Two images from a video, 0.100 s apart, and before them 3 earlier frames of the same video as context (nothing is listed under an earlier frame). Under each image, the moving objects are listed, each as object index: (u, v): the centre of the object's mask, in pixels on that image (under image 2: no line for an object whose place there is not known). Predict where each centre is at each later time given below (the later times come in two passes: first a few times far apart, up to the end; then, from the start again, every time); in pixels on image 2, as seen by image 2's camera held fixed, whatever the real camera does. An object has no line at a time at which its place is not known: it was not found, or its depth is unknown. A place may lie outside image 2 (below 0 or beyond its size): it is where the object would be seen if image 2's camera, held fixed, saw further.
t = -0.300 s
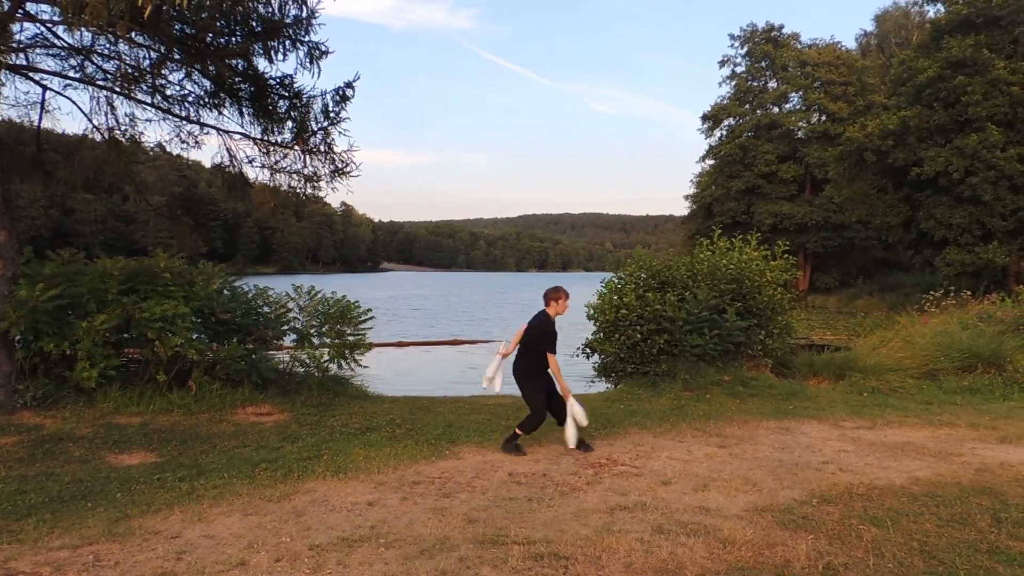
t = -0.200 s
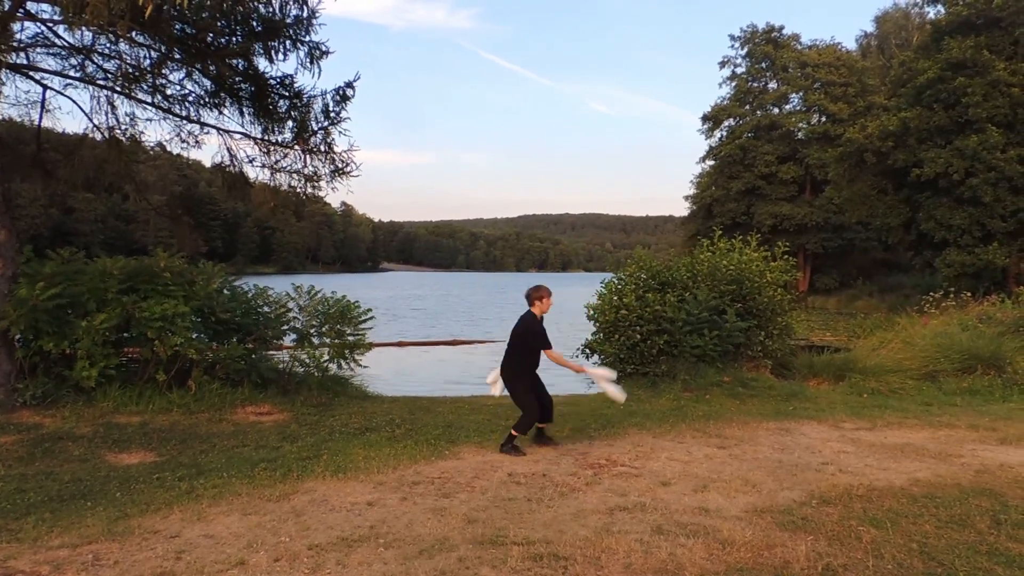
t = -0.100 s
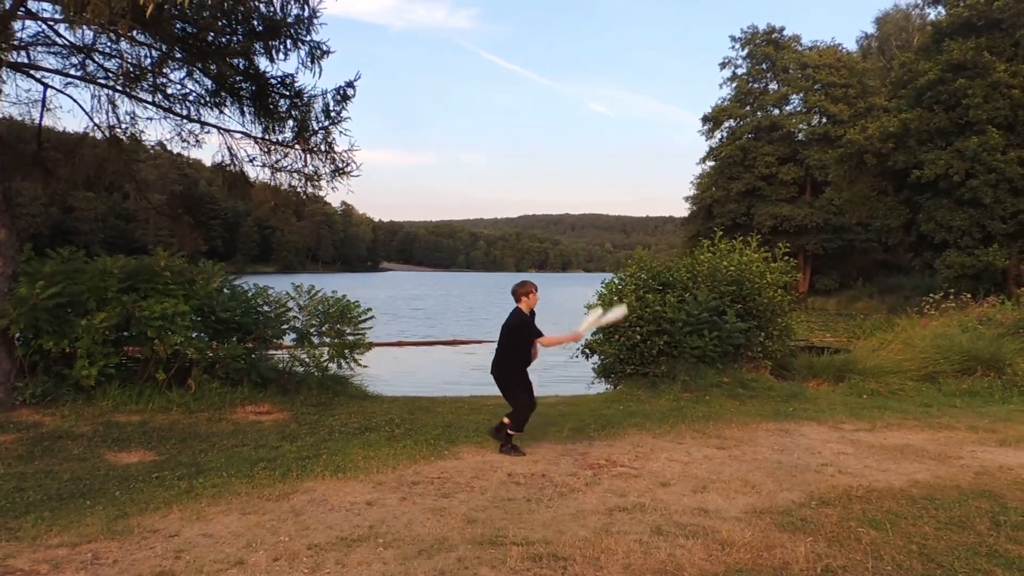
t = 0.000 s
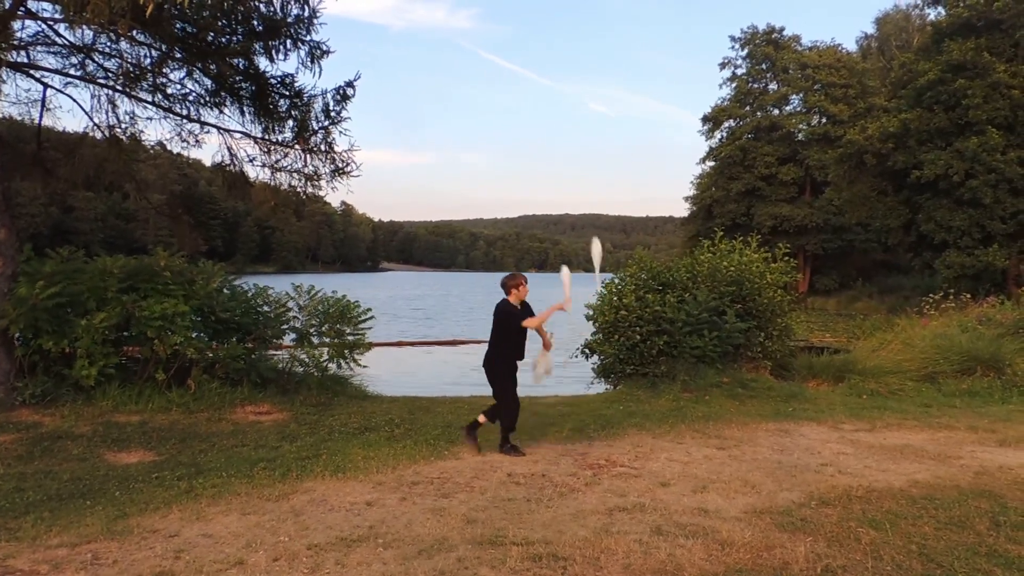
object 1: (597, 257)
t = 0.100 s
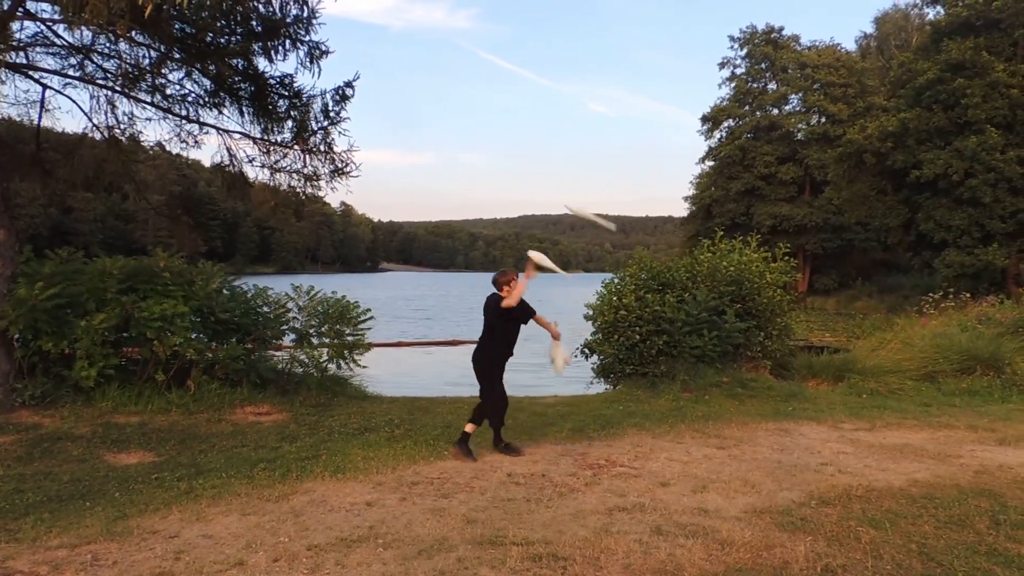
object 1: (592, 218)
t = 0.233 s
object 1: (575, 169)
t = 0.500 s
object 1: (548, 133)
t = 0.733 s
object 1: (522, 165)
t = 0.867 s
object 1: (509, 212)
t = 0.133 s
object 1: (586, 201)
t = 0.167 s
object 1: (584, 189)
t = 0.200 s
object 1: (579, 178)
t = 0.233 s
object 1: (575, 169)
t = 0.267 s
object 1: (571, 160)
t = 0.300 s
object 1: (568, 154)
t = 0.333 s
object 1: (565, 147)
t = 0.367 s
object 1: (562, 143)
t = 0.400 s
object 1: (559, 138)
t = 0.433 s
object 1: (556, 135)
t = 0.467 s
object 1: (552, 133)
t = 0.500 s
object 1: (548, 133)
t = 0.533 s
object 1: (545, 133)
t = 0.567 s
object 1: (541, 135)
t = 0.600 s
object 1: (537, 137)
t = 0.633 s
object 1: (533, 142)
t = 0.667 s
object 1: (528, 148)
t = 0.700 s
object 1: (524, 156)
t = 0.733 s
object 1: (522, 165)
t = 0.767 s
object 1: (517, 176)
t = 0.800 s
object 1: (515, 187)
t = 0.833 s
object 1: (513, 199)
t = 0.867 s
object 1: (509, 212)
